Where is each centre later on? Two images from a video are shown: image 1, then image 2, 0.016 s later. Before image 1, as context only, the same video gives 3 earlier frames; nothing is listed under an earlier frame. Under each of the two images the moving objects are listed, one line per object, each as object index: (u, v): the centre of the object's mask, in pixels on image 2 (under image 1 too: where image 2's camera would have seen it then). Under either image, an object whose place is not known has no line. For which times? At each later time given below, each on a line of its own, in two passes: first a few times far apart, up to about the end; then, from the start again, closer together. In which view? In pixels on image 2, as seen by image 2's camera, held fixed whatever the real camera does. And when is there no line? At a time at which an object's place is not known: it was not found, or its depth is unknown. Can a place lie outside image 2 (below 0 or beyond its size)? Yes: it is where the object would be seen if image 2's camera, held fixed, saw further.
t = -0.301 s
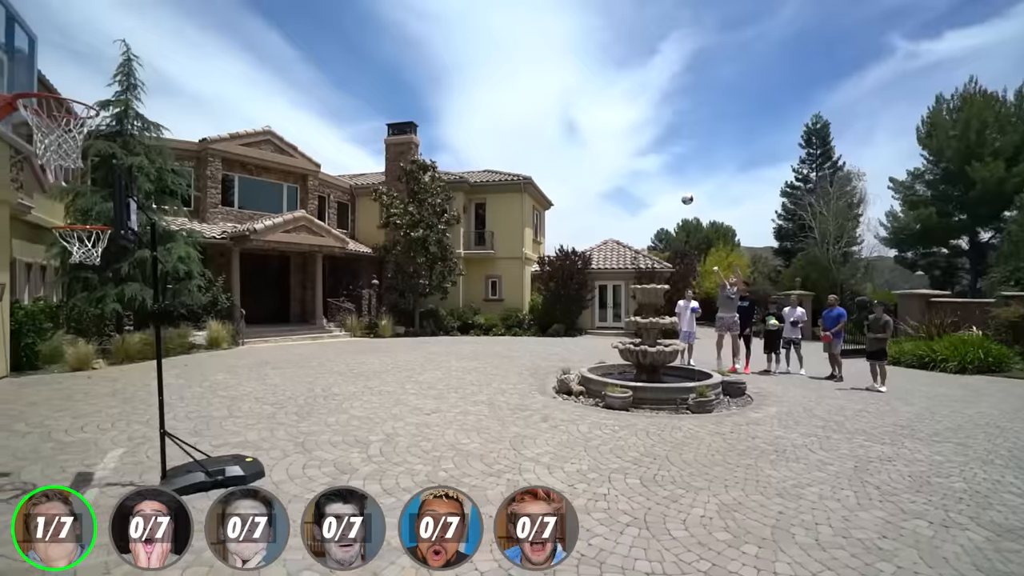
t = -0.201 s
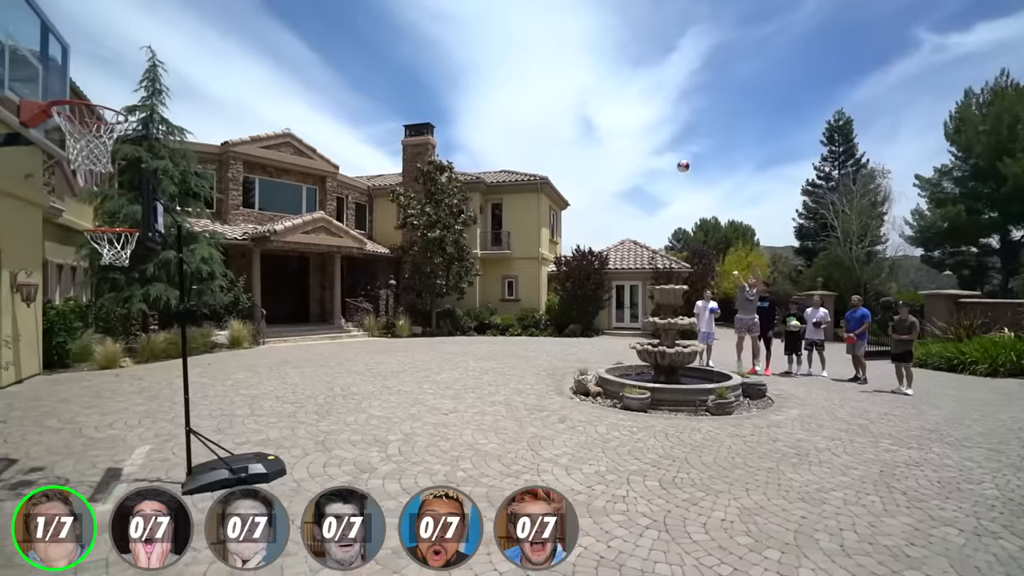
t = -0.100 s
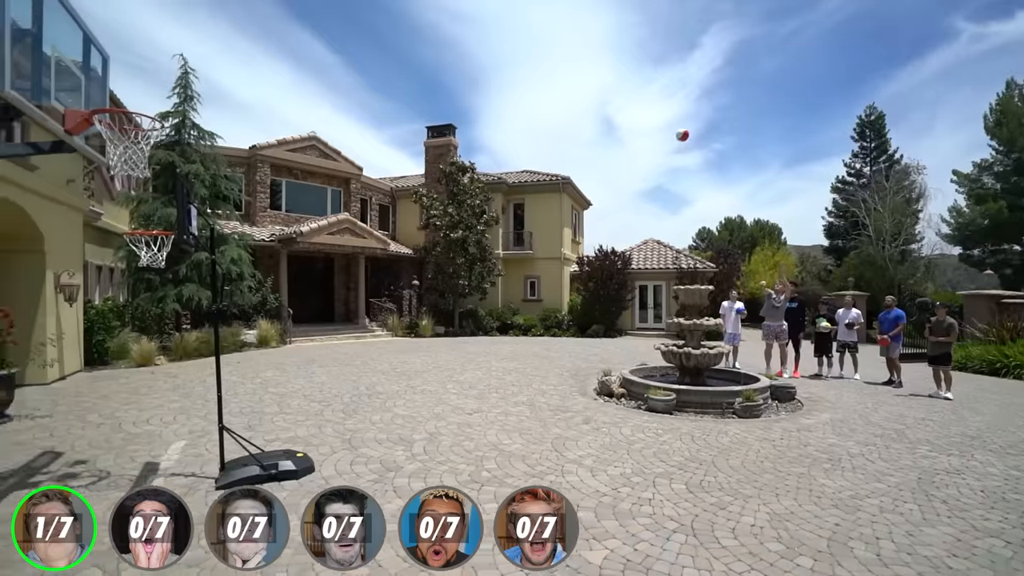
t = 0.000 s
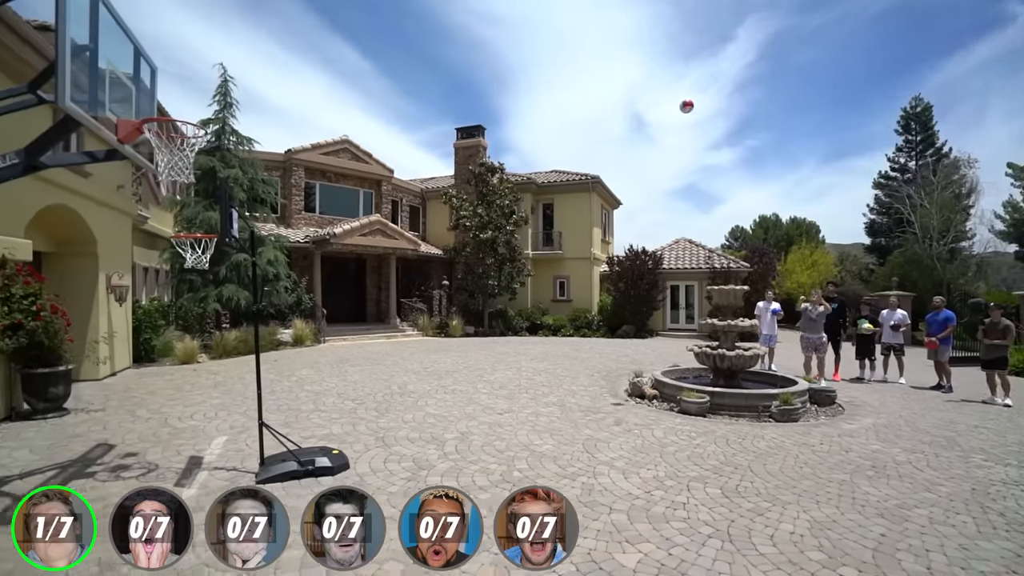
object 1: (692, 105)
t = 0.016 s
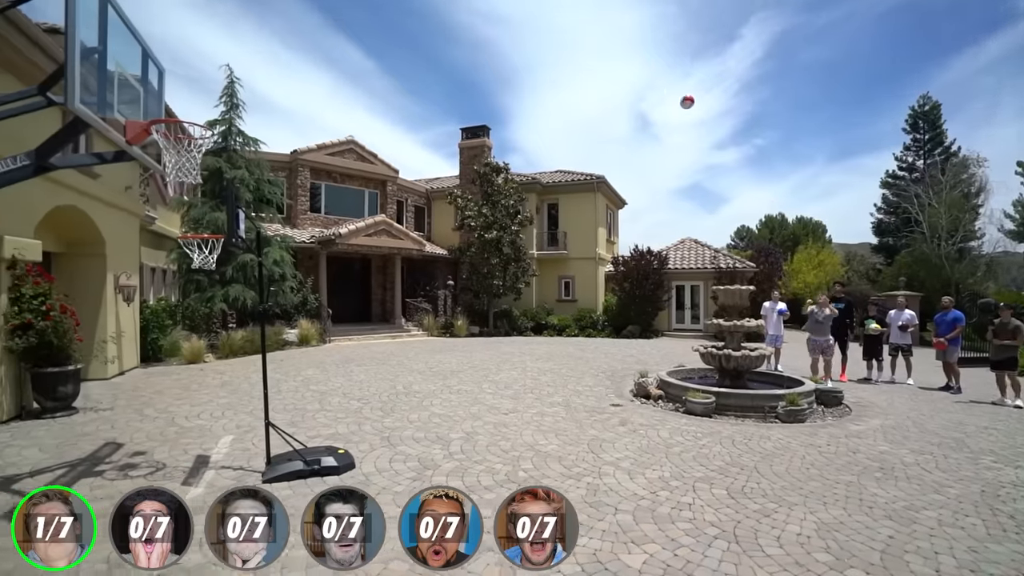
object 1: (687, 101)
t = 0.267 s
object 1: (600, 62)
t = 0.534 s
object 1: (486, 64)
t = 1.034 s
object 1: (327, 237)
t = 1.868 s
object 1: (581, 315)
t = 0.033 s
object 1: (682, 98)
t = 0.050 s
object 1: (677, 94)
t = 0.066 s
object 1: (671, 91)
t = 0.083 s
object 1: (666, 88)
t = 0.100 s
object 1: (661, 85)
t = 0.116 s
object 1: (655, 82)
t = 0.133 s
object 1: (649, 79)
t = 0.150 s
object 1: (644, 76)
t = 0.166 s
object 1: (638, 74)
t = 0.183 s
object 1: (632, 72)
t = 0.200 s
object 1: (626, 69)
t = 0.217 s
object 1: (619, 67)
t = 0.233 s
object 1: (613, 65)
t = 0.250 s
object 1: (607, 64)
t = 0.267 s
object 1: (600, 62)
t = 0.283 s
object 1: (594, 60)
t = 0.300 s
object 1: (587, 59)
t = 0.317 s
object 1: (580, 58)
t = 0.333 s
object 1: (574, 57)
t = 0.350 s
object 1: (567, 56)
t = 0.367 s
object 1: (559, 56)
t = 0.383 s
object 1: (553, 56)
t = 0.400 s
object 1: (546, 55)
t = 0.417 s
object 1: (538, 55)
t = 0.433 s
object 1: (531, 56)
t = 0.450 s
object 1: (523, 57)
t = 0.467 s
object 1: (516, 57)
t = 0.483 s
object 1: (508, 59)
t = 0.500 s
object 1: (501, 60)
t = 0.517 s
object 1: (494, 62)
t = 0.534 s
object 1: (486, 64)
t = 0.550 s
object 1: (477, 66)
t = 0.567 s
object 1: (469, 68)
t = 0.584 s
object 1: (460, 70)
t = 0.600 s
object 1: (451, 73)
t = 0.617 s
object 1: (442, 76)
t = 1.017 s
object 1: (319, 232)
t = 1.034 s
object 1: (327, 237)
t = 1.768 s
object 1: (560, 328)
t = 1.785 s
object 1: (563, 326)
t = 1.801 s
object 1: (566, 323)
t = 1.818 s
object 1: (566, 323)
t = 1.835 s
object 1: (570, 321)
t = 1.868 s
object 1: (581, 315)
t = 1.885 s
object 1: (584, 314)
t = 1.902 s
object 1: (588, 313)
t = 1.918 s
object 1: (591, 312)
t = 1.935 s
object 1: (594, 311)
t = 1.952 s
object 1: (597, 311)
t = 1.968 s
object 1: (600, 311)
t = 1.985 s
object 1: (602, 311)
